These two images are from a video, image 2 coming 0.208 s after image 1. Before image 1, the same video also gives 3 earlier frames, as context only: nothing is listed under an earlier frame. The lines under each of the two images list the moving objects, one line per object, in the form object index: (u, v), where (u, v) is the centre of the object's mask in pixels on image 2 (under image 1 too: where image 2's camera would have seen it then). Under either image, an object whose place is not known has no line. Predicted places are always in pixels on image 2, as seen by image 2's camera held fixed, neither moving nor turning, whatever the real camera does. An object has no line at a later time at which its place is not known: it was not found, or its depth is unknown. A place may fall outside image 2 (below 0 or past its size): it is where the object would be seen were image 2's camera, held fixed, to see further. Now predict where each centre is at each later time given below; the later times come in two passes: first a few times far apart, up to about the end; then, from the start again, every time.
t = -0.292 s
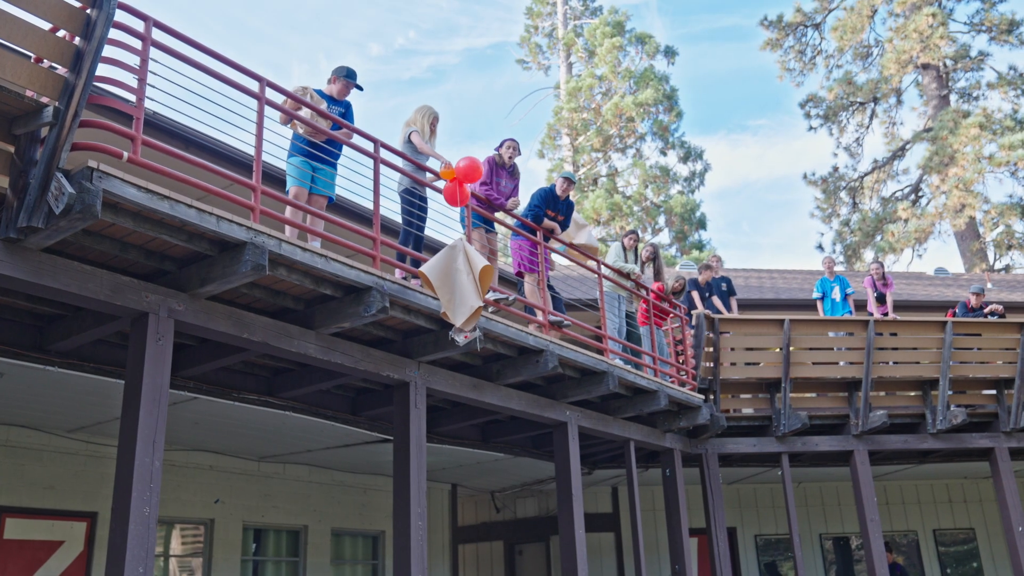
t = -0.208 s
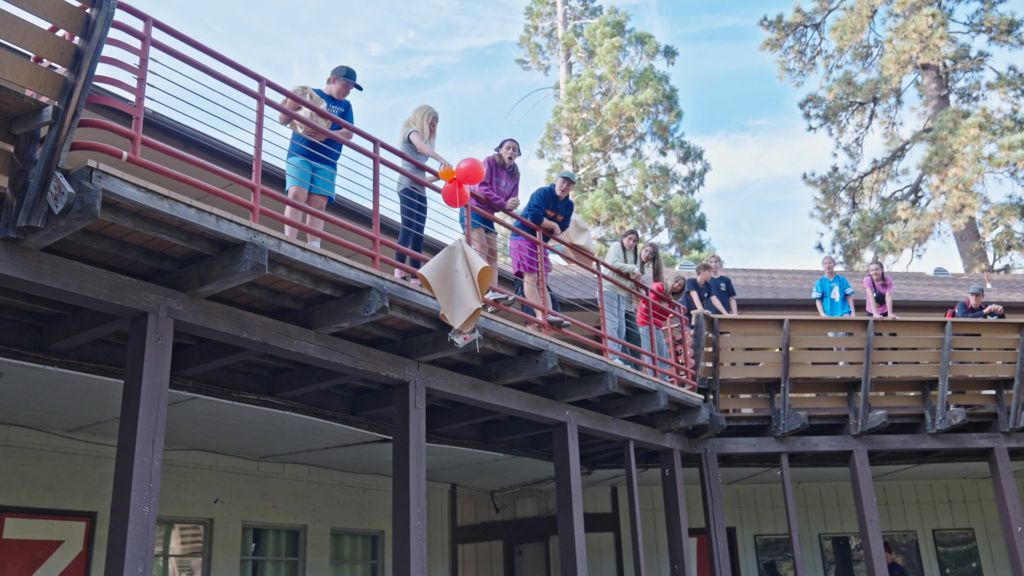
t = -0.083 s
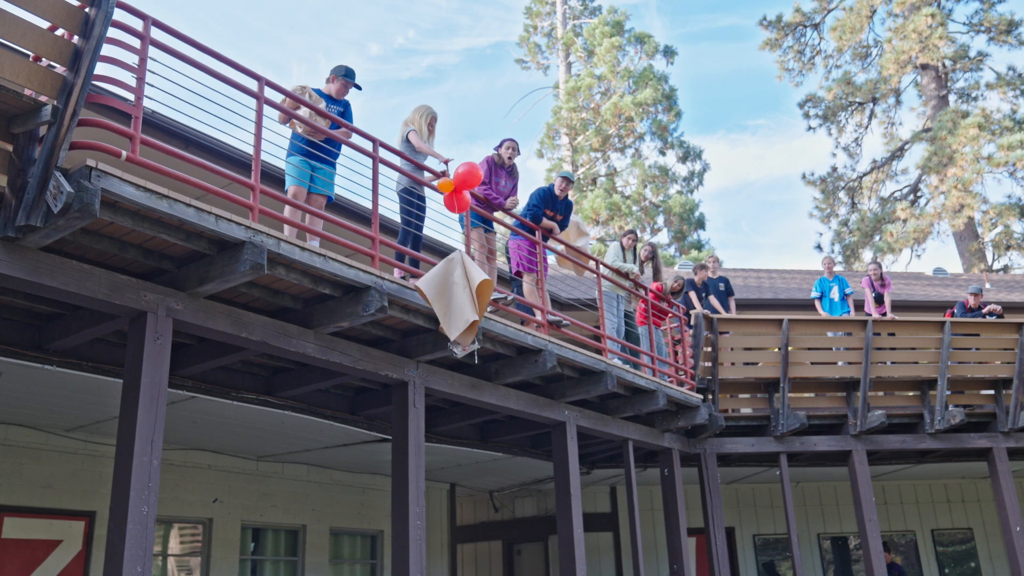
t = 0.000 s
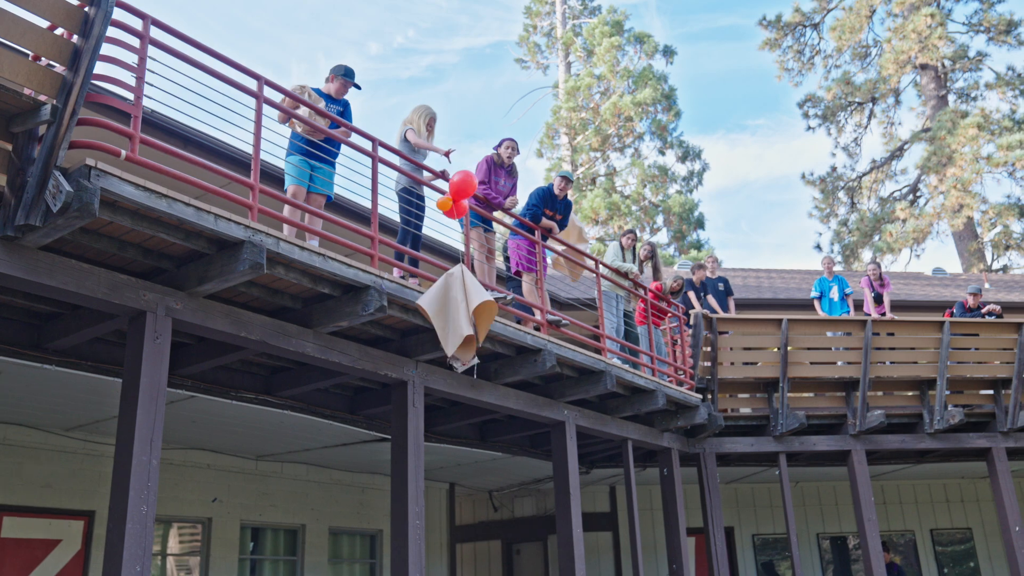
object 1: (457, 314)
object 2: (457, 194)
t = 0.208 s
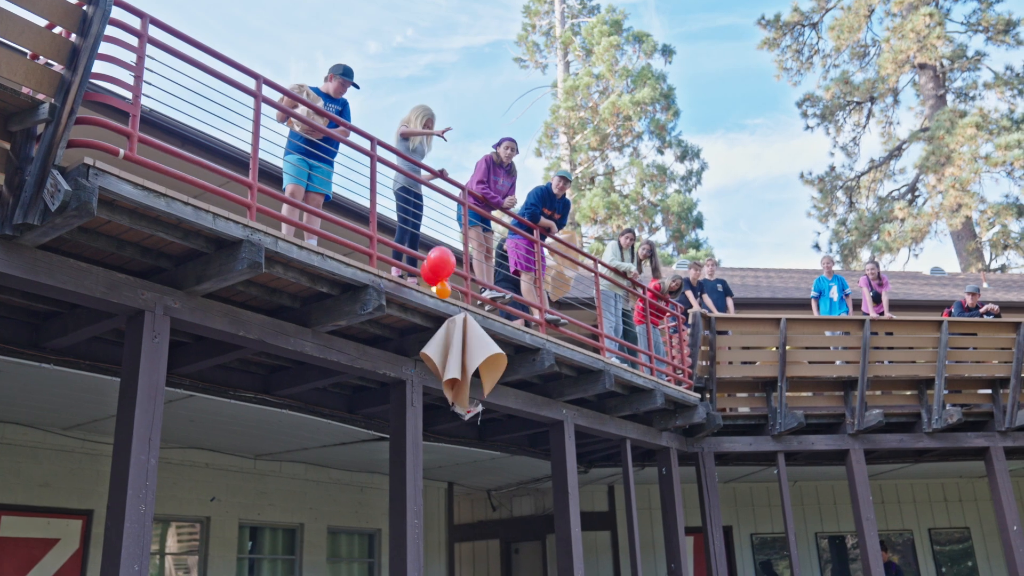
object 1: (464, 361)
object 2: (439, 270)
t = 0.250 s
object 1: (465, 373)
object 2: (442, 294)
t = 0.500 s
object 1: (477, 462)
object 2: (435, 502)
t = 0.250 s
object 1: (465, 373)
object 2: (442, 294)
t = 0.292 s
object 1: (466, 385)
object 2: (447, 323)
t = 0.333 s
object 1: (470, 401)
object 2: (448, 353)
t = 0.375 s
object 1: (477, 417)
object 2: (442, 382)
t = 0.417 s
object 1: (481, 430)
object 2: (437, 422)
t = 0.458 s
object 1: (479, 443)
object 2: (434, 463)
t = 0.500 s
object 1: (477, 462)
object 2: (435, 502)
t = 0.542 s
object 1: (472, 482)
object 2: (441, 541)
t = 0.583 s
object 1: (466, 505)
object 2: (450, 584)
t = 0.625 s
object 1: (464, 533)
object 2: (450, 637)
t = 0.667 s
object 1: (464, 559)
